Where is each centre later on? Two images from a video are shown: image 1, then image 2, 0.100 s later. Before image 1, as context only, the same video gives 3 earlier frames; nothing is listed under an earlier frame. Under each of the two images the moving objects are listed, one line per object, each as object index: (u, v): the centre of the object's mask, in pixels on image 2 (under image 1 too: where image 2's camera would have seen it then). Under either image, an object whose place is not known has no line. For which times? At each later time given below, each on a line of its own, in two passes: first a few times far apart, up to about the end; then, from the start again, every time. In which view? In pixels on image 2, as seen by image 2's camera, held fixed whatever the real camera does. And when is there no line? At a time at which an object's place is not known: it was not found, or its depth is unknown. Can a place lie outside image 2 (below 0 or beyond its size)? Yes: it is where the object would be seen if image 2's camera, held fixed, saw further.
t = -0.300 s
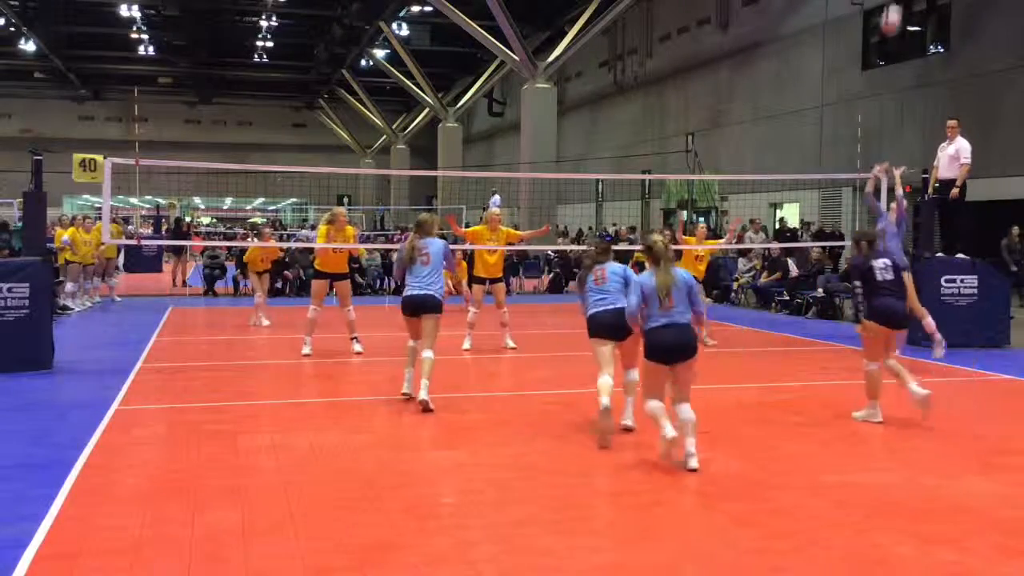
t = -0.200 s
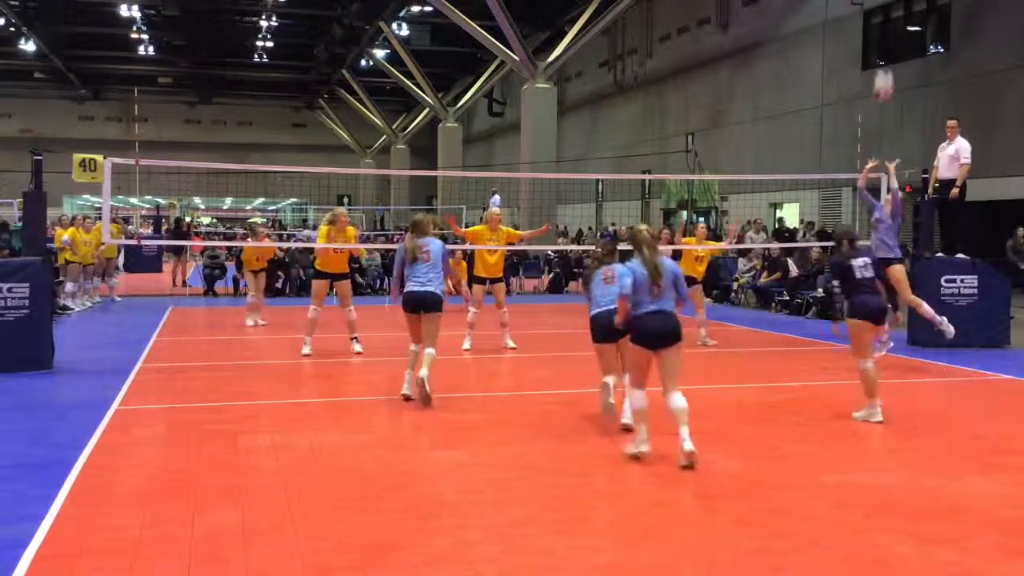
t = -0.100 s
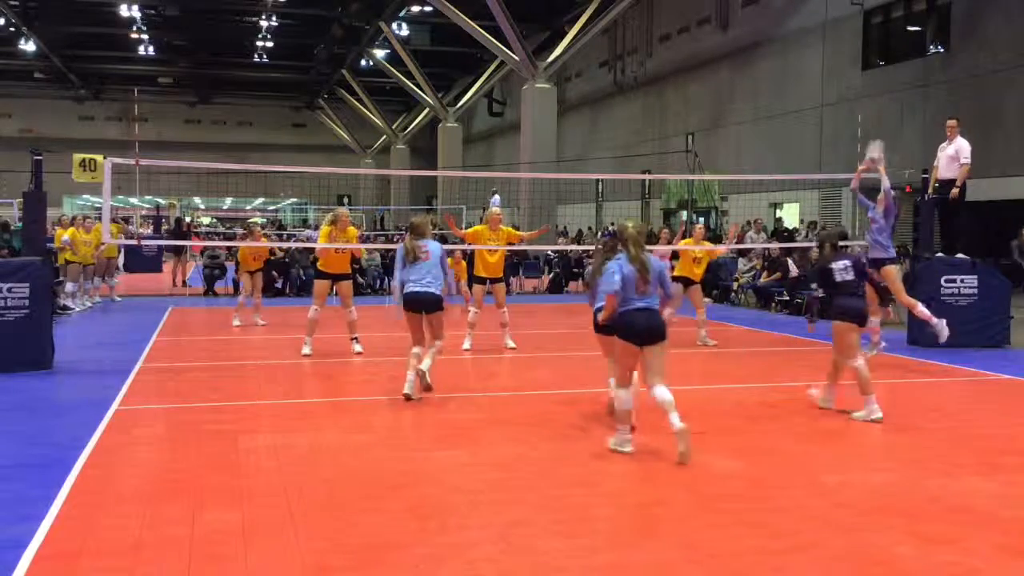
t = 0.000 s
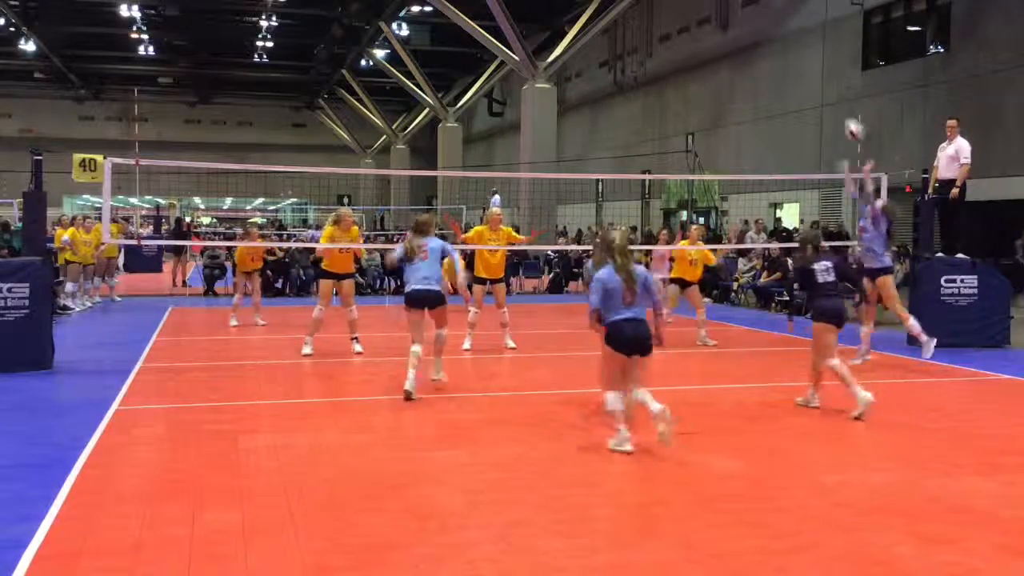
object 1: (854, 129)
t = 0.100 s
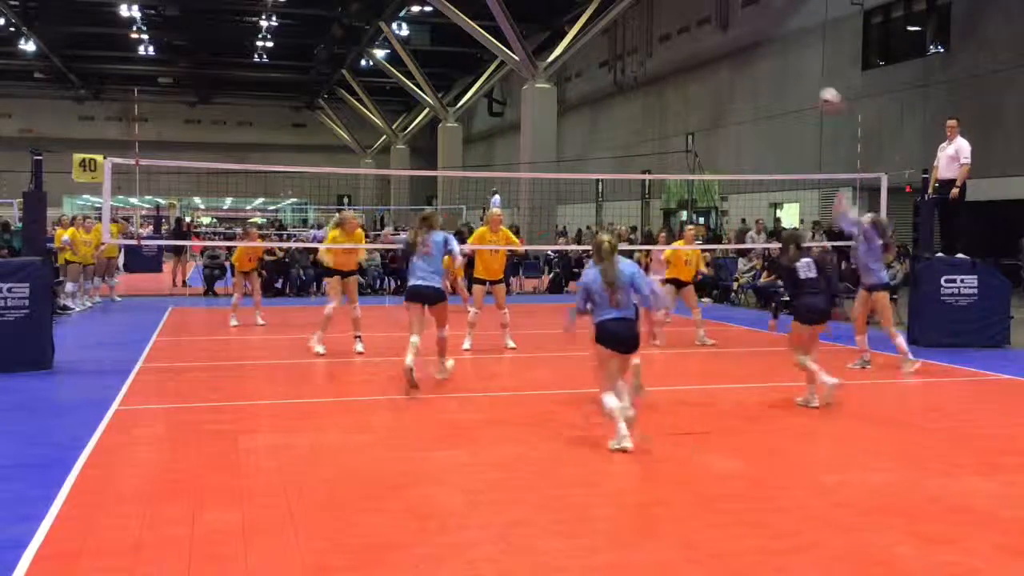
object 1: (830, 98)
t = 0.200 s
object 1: (806, 75)
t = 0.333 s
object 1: (776, 60)
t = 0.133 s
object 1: (822, 89)
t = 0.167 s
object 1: (814, 82)
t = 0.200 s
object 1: (806, 75)
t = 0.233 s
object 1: (798, 70)
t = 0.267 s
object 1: (791, 66)
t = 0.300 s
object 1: (783, 62)
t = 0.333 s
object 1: (776, 60)
